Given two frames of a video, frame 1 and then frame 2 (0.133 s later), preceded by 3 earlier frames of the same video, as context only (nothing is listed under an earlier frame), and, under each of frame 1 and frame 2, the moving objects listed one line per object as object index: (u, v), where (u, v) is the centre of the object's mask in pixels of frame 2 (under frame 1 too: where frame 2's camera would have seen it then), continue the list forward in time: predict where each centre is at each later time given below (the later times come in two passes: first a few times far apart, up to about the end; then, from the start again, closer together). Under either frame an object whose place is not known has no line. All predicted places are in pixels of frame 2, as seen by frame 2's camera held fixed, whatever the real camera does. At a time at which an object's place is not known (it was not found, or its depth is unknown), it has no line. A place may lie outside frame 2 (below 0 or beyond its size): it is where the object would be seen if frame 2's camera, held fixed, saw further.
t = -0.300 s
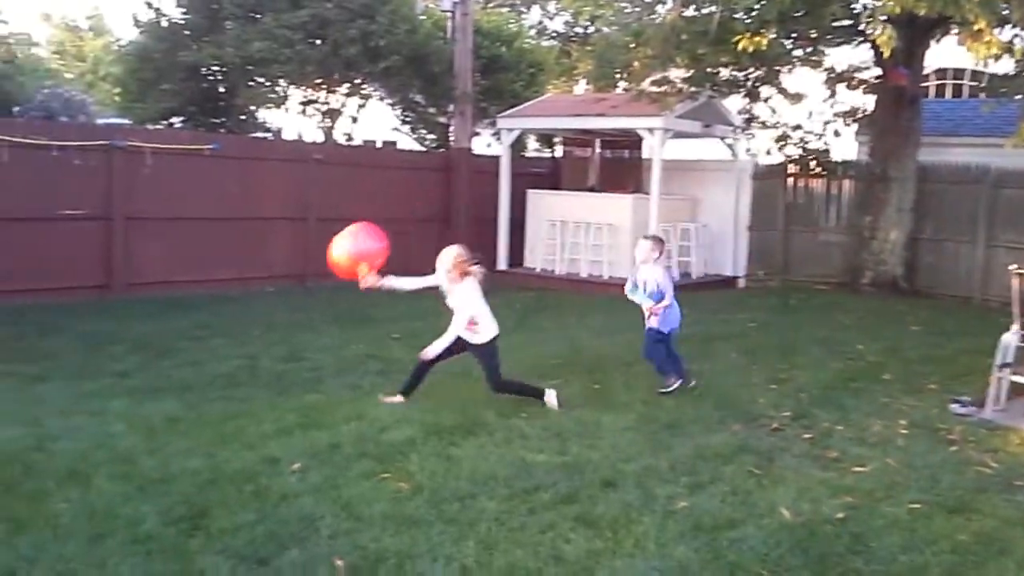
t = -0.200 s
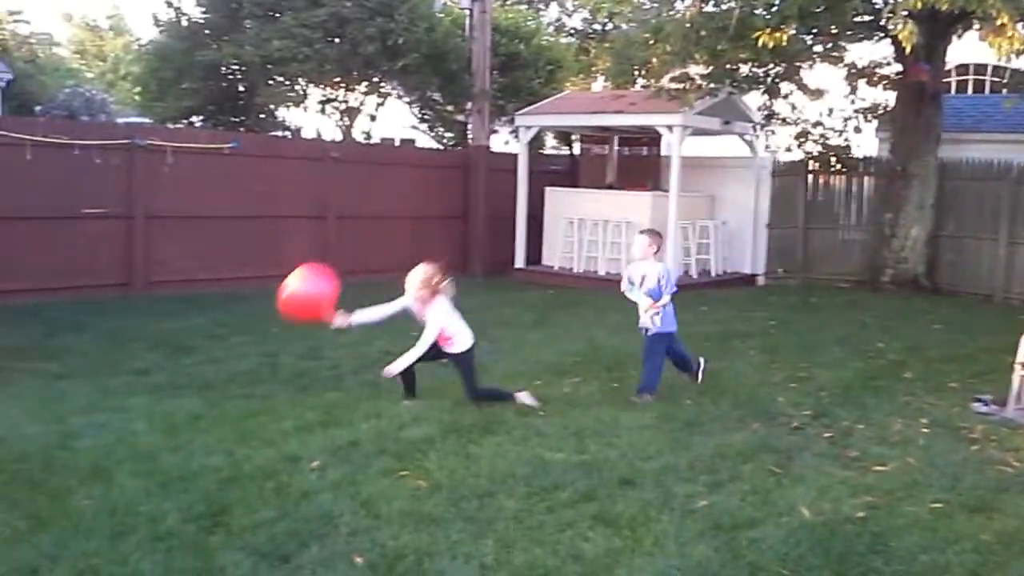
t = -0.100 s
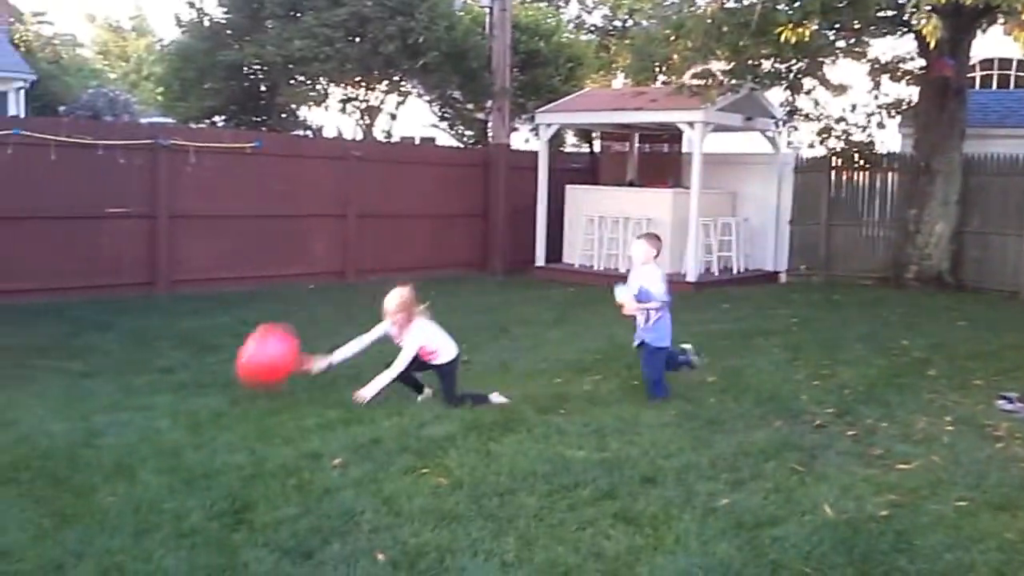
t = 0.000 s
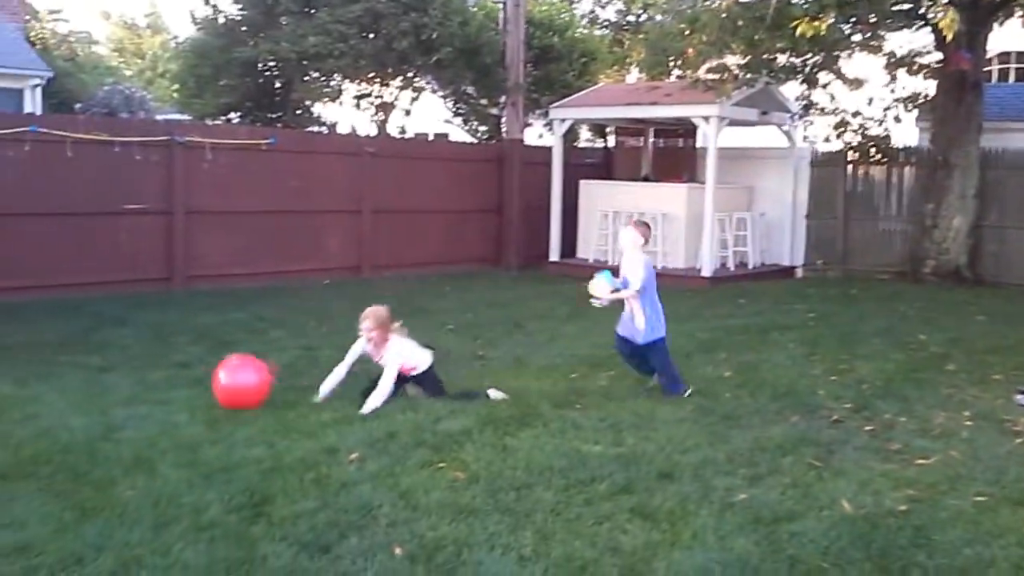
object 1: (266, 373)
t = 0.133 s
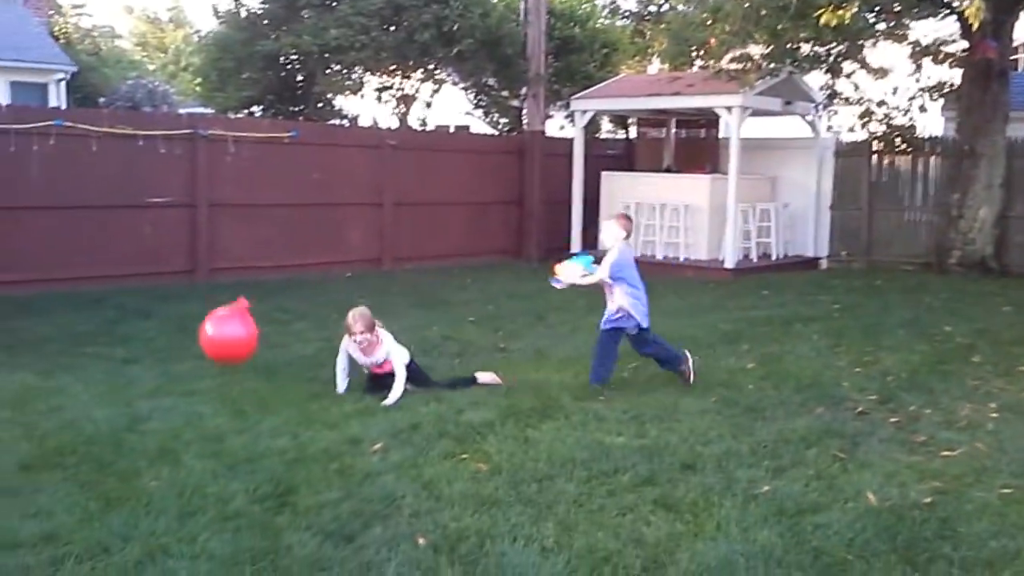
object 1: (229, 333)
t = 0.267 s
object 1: (191, 319)
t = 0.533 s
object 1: (114, 375)
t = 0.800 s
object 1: (65, 365)
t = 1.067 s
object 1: (31, 381)
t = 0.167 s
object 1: (220, 325)
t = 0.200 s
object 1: (210, 322)
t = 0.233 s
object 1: (201, 320)
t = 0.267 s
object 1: (191, 319)
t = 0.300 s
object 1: (180, 319)
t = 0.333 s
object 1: (171, 322)
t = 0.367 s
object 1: (161, 326)
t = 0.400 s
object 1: (151, 333)
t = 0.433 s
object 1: (141, 341)
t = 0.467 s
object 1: (132, 351)
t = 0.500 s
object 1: (122, 363)
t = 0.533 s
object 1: (114, 375)
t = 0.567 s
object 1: (106, 383)
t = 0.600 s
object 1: (100, 383)
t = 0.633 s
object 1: (97, 377)
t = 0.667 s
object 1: (91, 372)
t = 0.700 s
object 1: (84, 367)
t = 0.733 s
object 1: (78, 366)
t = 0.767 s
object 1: (71, 365)
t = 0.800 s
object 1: (65, 365)
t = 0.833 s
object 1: (58, 368)
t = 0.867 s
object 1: (52, 373)
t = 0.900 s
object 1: (47, 379)
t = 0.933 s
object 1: (41, 384)
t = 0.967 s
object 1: (37, 386)
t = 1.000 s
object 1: (35, 383)
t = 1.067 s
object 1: (31, 381)
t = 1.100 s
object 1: (30, 381)
